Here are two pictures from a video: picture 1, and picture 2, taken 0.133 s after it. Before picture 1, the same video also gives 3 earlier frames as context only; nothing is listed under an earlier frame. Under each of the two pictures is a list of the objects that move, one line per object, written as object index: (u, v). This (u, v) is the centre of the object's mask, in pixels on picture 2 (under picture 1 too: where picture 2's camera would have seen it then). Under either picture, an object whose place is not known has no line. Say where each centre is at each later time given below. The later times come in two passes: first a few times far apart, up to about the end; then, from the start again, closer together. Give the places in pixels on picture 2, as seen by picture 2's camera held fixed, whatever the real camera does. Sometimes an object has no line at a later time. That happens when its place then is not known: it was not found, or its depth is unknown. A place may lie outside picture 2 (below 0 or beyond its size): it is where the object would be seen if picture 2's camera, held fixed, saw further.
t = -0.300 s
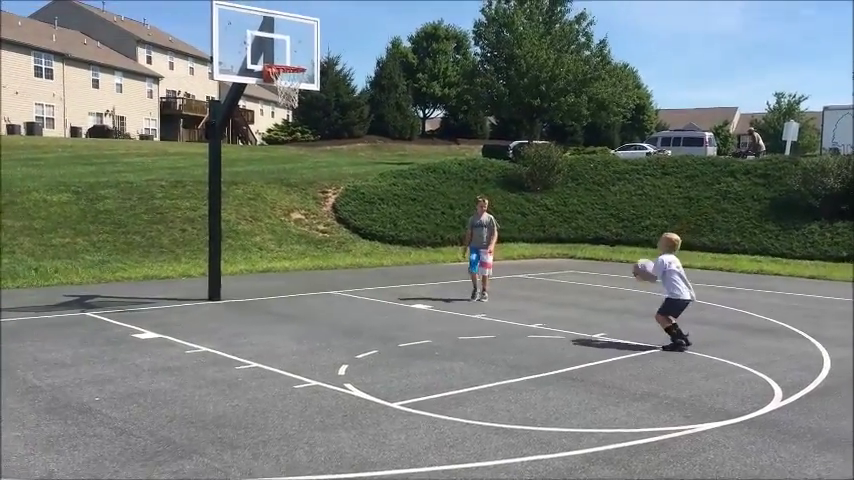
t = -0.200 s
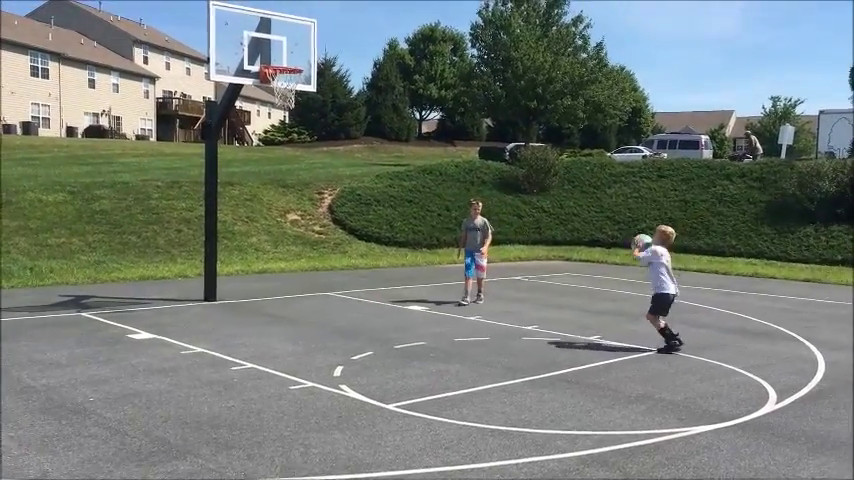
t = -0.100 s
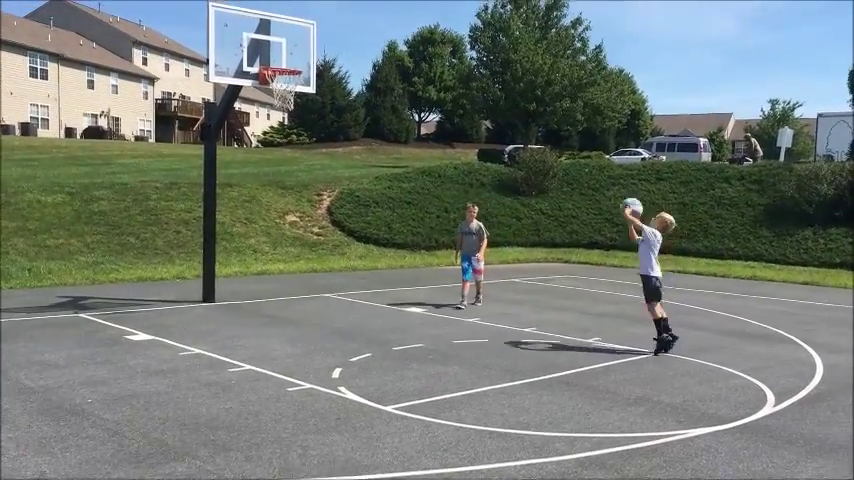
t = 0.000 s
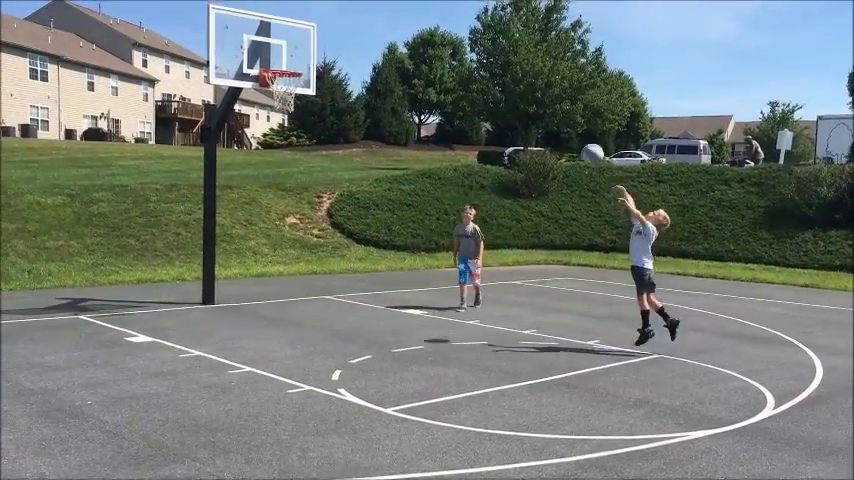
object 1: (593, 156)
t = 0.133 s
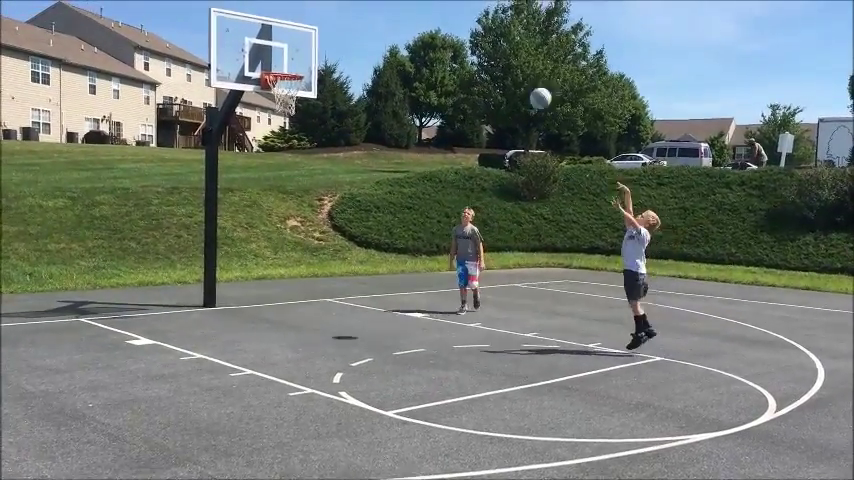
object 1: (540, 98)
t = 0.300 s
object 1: (479, 52)
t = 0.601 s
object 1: (377, 38)
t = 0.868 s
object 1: (313, 85)
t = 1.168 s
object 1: (338, 177)
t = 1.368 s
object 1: (352, 266)
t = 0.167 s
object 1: (527, 87)
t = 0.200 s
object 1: (515, 76)
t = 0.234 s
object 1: (503, 67)
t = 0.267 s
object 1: (490, 59)
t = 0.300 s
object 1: (479, 52)
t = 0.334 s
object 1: (468, 46)
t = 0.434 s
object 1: (433, 33)
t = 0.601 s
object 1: (377, 38)
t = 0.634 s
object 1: (367, 41)
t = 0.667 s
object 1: (357, 45)
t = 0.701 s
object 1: (347, 50)
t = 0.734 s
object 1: (338, 56)
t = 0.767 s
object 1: (328, 63)
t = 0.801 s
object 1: (319, 70)
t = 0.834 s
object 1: (311, 79)
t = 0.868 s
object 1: (313, 85)
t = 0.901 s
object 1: (317, 91)
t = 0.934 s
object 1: (319, 100)
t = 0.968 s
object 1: (322, 110)
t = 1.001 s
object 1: (324, 119)
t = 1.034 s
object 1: (327, 130)
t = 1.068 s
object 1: (330, 140)
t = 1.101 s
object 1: (334, 151)
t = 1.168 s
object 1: (338, 177)
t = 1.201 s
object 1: (339, 190)
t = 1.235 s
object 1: (342, 203)
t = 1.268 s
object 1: (345, 218)
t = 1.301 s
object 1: (348, 233)
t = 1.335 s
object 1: (350, 249)
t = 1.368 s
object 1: (352, 266)
